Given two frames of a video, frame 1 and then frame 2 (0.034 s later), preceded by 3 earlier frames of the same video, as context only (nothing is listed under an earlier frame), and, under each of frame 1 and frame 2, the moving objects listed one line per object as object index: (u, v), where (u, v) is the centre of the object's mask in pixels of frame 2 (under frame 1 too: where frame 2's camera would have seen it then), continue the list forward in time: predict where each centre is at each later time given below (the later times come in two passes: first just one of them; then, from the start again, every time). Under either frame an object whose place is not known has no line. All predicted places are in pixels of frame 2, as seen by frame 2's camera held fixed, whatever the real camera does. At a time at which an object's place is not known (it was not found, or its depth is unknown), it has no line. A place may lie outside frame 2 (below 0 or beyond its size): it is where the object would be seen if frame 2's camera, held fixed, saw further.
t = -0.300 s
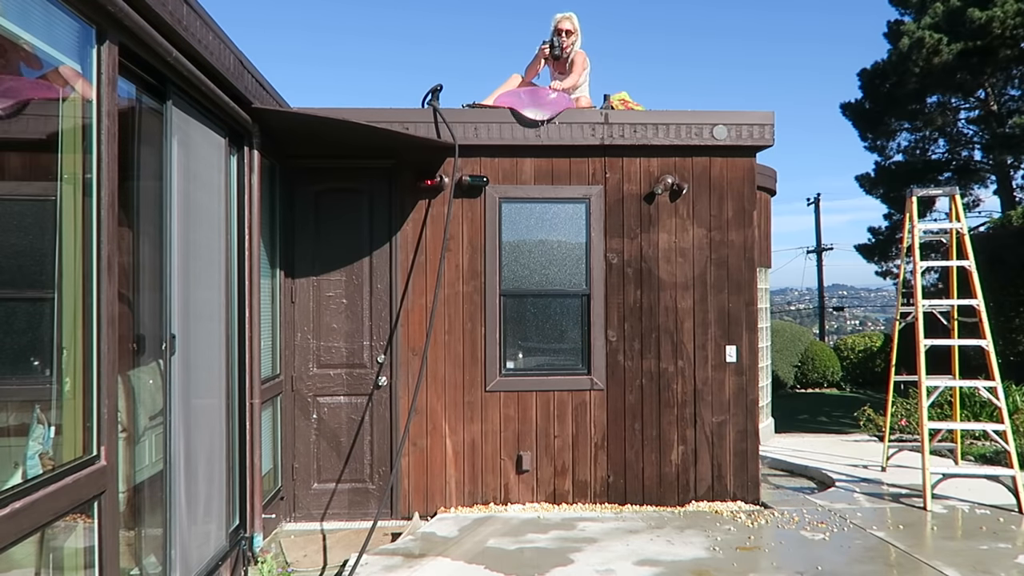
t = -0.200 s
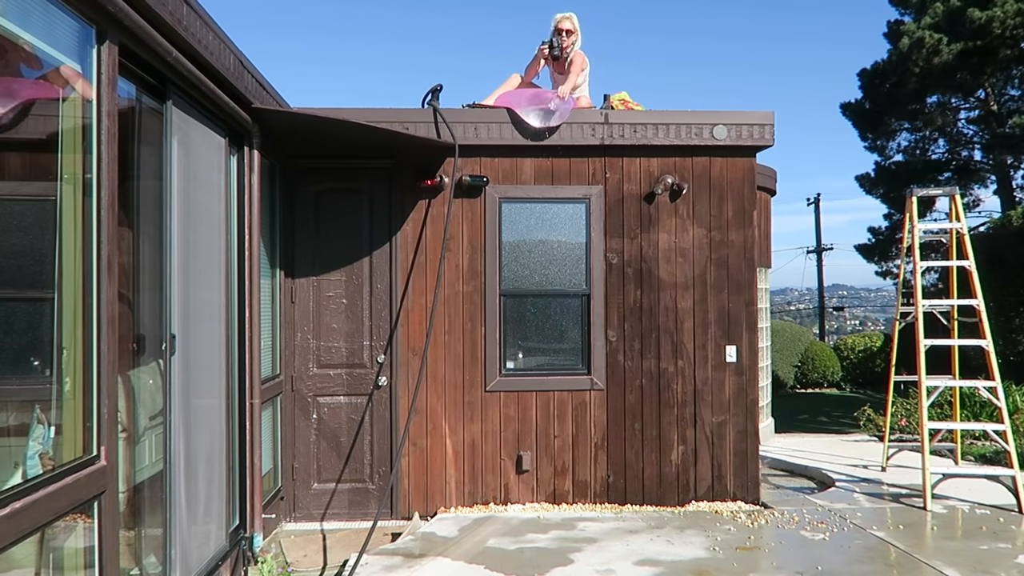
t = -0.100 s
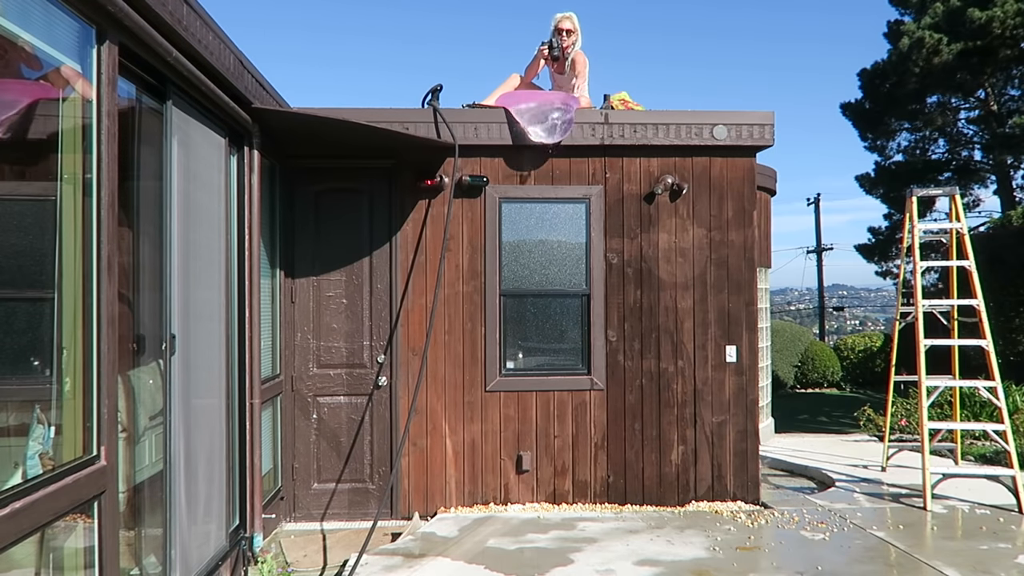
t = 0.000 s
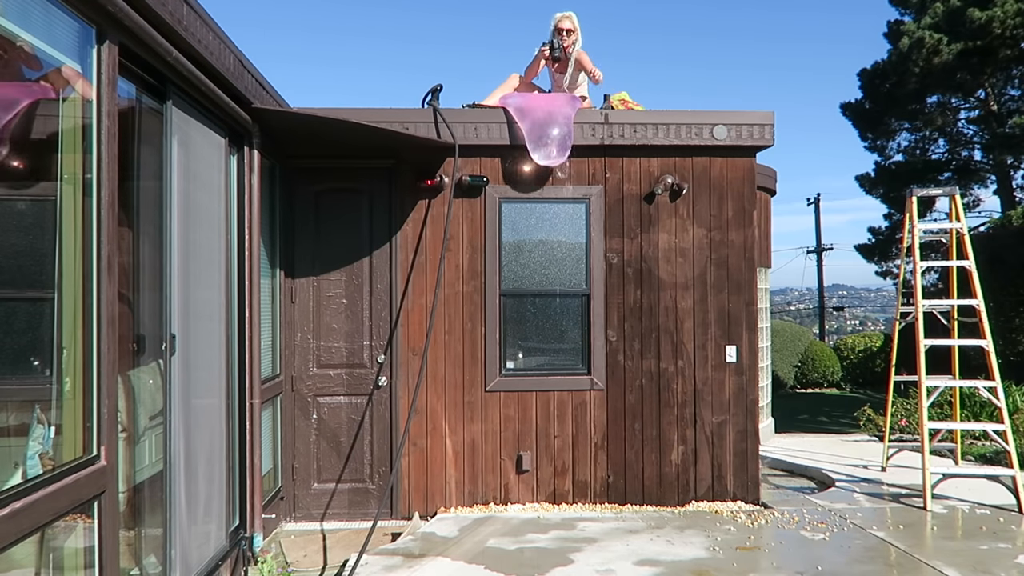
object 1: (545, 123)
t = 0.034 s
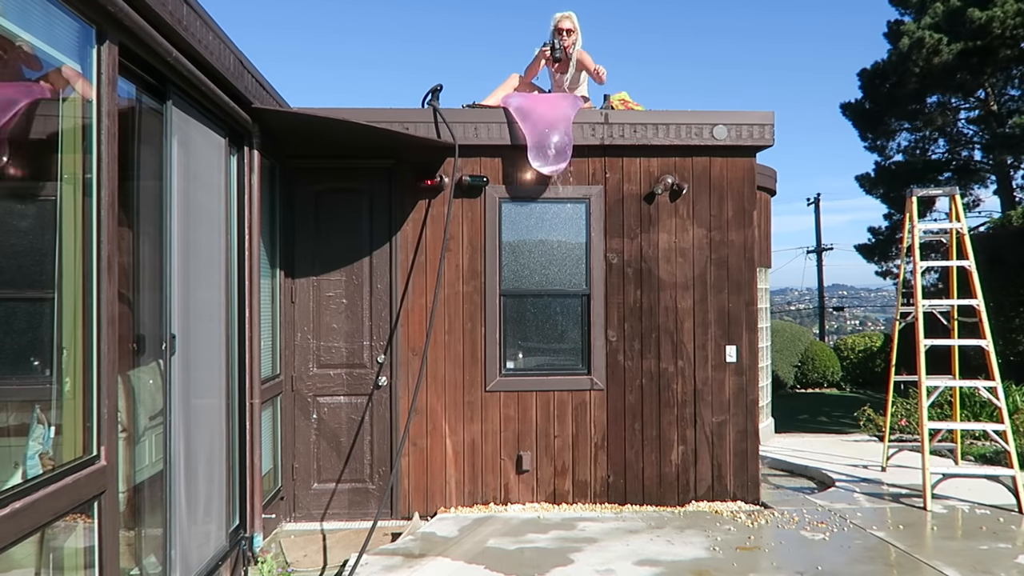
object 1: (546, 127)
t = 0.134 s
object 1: (551, 143)
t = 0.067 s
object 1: (547, 131)
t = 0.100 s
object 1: (549, 137)
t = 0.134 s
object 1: (551, 143)
